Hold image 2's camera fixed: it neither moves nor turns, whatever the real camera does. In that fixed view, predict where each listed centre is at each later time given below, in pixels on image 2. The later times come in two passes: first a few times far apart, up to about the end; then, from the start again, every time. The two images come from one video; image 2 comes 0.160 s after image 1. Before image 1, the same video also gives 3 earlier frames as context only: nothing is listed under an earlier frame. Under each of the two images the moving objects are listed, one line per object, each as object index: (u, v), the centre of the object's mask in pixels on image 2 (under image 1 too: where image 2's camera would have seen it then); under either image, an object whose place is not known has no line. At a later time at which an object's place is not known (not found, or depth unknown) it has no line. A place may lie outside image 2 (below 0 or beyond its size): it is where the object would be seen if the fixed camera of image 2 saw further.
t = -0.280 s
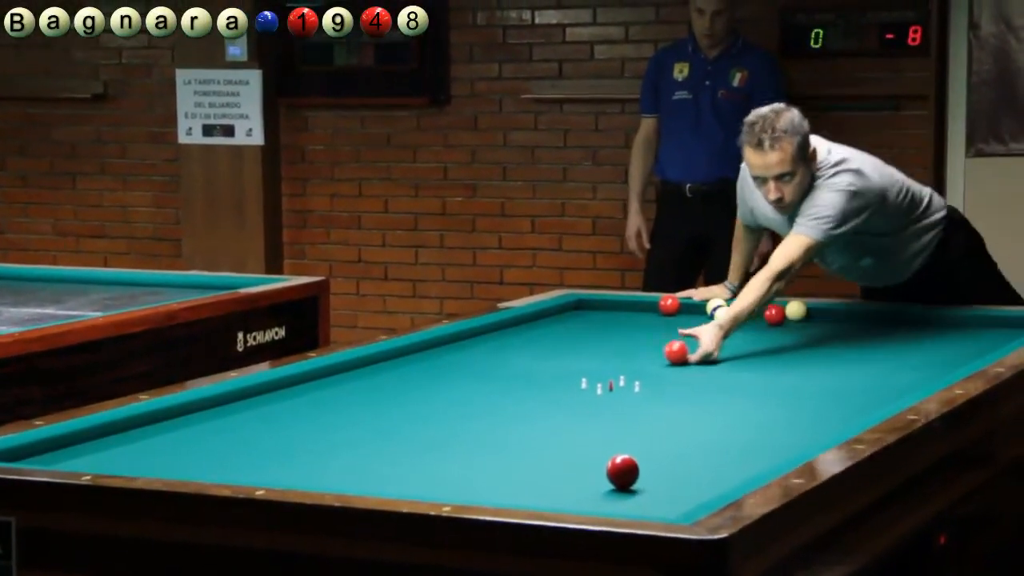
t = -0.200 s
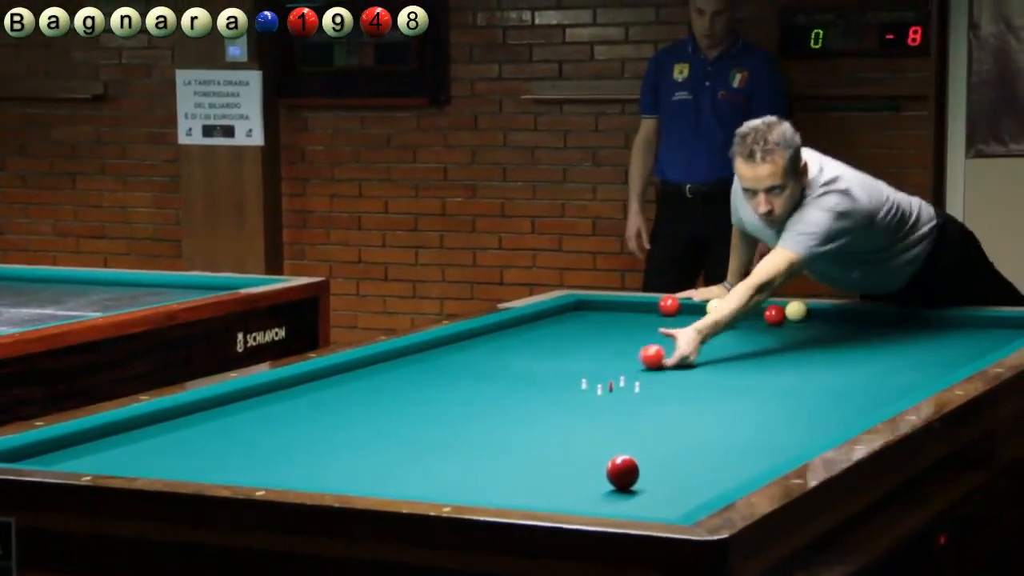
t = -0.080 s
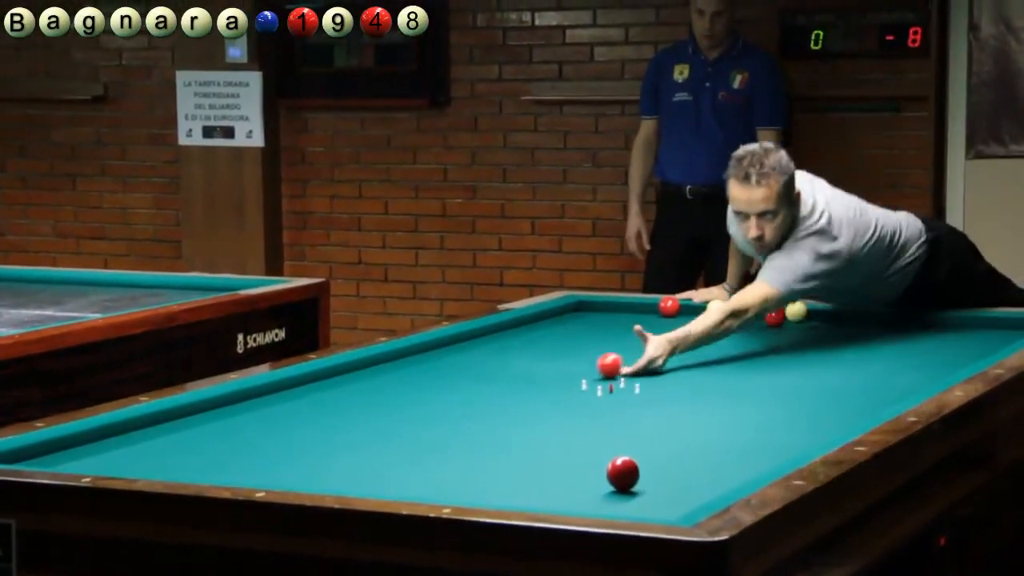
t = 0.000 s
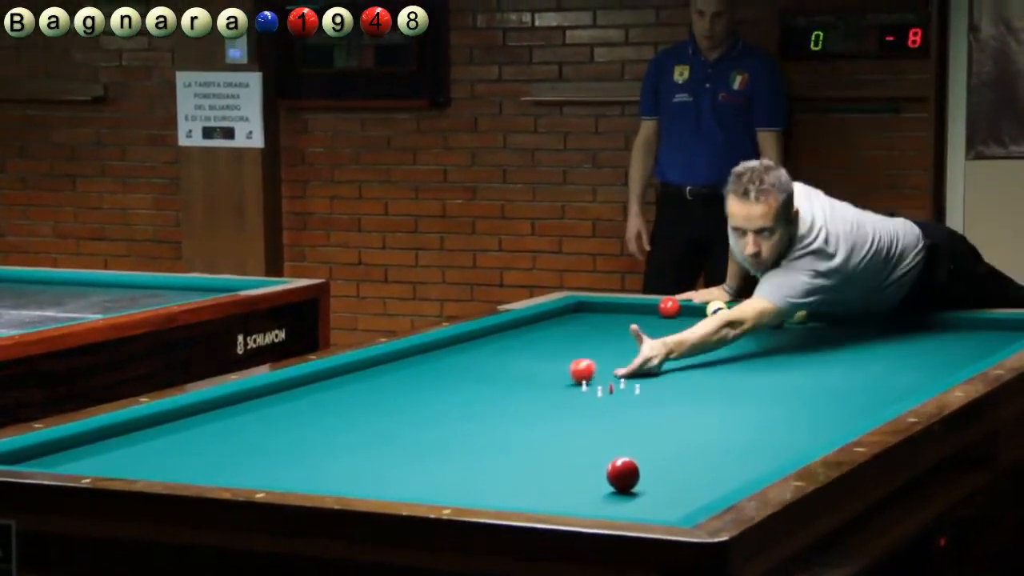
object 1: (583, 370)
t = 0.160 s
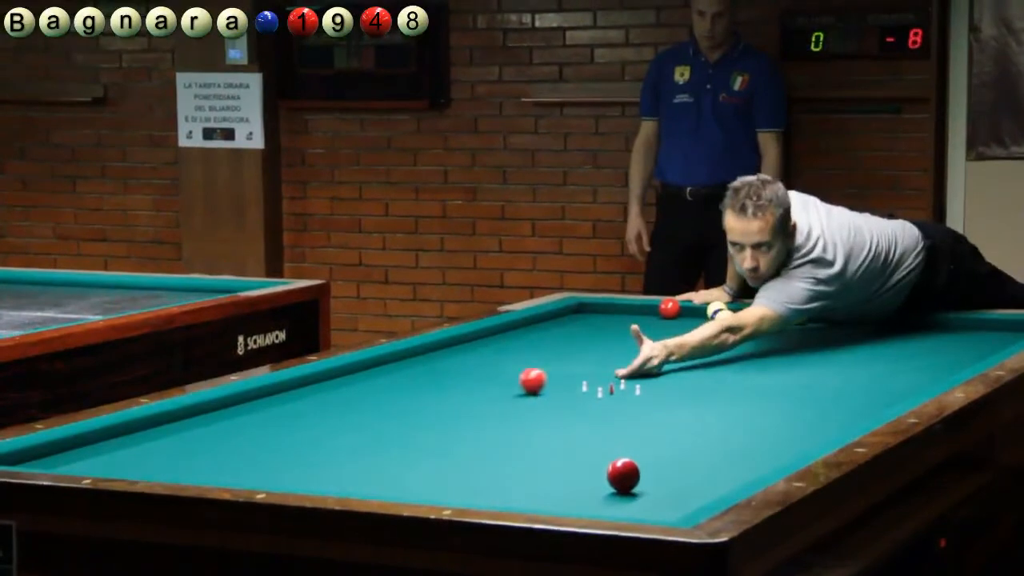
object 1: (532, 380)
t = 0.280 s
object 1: (496, 386)
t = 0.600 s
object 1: (394, 403)
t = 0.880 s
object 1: (298, 421)
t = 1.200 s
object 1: (176, 441)
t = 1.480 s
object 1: (60, 458)
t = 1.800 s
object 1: (52, 453)
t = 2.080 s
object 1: (76, 441)
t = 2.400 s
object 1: (129, 430)
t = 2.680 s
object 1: (172, 422)
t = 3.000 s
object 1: (217, 413)
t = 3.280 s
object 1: (254, 405)
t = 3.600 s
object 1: (292, 398)
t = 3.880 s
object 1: (323, 392)
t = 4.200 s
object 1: (356, 385)
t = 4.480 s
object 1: (383, 380)
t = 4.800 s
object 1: (411, 374)
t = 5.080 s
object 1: (434, 370)
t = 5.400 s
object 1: (459, 364)
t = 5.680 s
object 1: (479, 360)
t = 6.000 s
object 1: (500, 356)
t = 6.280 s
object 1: (517, 352)
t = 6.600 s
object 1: (535, 348)
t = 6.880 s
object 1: (550, 345)
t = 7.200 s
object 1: (565, 342)
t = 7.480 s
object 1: (576, 339)
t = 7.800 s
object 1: (589, 336)
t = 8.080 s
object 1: (599, 334)
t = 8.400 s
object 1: (609, 332)
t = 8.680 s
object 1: (617, 330)
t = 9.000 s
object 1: (625, 328)
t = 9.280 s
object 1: (631, 326)
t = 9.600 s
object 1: (638, 325)
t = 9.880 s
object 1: (643, 323)
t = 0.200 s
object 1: (521, 381)
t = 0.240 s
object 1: (509, 384)
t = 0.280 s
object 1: (496, 386)
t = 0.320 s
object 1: (484, 388)
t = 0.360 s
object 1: (472, 390)
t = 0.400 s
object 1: (459, 392)
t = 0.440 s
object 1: (446, 395)
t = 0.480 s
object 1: (434, 397)
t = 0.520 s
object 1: (420, 399)
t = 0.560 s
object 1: (407, 401)
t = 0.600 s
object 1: (394, 403)
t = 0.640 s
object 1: (381, 406)
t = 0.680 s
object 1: (367, 408)
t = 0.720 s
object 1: (354, 410)
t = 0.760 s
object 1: (340, 413)
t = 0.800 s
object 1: (326, 415)
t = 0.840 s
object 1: (312, 418)
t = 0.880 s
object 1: (298, 421)
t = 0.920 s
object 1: (283, 423)
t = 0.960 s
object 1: (269, 425)
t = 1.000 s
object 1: (254, 428)
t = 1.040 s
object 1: (239, 431)
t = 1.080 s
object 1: (223, 434)
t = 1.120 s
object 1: (208, 436)
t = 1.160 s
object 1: (192, 438)
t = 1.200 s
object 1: (176, 441)
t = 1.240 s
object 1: (160, 444)
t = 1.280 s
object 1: (145, 447)
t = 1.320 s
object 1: (128, 450)
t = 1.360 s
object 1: (111, 452)
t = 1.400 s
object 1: (94, 455)
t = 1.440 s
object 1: (77, 457)
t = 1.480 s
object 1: (60, 458)
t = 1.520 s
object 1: (42, 459)
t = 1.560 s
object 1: (26, 460)
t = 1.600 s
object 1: (26, 459)
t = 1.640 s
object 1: (33, 458)
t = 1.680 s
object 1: (39, 457)
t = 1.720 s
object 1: (44, 455)
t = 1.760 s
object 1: (49, 454)
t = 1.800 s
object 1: (52, 453)
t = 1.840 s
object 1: (55, 452)
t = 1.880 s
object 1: (58, 450)
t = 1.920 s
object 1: (61, 448)
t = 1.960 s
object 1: (64, 446)
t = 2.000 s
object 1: (67, 444)
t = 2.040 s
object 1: (70, 442)
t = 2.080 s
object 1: (76, 441)
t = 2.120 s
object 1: (83, 439)
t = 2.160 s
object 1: (90, 438)
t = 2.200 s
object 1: (97, 436)
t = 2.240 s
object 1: (103, 435)
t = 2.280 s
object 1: (110, 434)
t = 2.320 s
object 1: (116, 433)
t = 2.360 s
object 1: (123, 432)
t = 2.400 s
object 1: (129, 430)
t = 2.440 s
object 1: (136, 429)
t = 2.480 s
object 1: (142, 428)
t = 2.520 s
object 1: (148, 427)
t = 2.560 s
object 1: (154, 426)
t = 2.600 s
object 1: (160, 424)
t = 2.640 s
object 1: (166, 423)
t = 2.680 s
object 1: (172, 422)
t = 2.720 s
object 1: (178, 421)
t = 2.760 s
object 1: (184, 420)
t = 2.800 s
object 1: (189, 419)
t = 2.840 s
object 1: (195, 418)
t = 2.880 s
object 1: (201, 416)
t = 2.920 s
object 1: (206, 415)
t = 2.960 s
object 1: (212, 414)
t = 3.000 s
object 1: (217, 413)
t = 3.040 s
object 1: (222, 412)
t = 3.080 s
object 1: (228, 411)
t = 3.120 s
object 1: (233, 410)
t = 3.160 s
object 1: (238, 409)
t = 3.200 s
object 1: (243, 407)
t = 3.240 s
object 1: (248, 407)
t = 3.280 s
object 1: (254, 405)
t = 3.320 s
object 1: (259, 405)
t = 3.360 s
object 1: (263, 404)
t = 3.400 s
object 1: (268, 403)
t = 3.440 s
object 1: (273, 402)
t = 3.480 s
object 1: (278, 401)
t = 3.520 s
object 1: (283, 400)
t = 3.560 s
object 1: (287, 399)
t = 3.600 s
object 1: (292, 398)
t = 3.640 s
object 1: (296, 397)
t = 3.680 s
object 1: (301, 396)
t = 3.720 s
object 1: (305, 395)
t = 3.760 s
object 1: (310, 394)
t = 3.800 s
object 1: (314, 393)
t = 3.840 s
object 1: (319, 393)
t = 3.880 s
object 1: (323, 392)
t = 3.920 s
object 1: (327, 391)
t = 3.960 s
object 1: (331, 390)
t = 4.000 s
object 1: (336, 389)
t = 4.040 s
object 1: (340, 389)
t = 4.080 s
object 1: (344, 387)
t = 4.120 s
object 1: (348, 387)
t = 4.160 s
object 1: (352, 386)
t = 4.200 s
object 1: (356, 385)
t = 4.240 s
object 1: (360, 384)
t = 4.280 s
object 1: (364, 384)
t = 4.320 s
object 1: (367, 383)
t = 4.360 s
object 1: (371, 382)
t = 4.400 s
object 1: (375, 381)
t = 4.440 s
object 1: (379, 381)
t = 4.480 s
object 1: (383, 380)
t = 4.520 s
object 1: (386, 379)
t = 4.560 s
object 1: (390, 378)
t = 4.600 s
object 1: (393, 378)
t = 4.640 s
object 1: (397, 377)
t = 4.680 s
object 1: (400, 376)
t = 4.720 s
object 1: (404, 376)
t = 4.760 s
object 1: (407, 375)
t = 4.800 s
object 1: (411, 374)
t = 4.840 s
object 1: (414, 374)
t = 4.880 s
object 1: (418, 373)
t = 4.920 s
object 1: (421, 372)
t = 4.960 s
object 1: (424, 372)
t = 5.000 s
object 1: (427, 371)
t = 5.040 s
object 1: (431, 370)
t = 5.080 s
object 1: (434, 370)
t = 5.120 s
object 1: (437, 369)
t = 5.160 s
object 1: (440, 368)
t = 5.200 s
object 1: (443, 368)
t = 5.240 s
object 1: (447, 367)
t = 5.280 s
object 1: (450, 366)
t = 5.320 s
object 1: (453, 366)
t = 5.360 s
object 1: (456, 365)
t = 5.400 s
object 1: (459, 364)
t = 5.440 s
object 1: (461, 364)
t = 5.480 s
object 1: (465, 363)
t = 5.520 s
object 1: (468, 363)
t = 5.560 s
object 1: (471, 362)
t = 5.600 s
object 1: (474, 361)
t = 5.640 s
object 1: (476, 361)
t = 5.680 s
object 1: (479, 360)
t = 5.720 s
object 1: (482, 359)
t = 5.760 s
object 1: (484, 359)
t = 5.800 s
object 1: (487, 358)
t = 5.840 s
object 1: (490, 358)
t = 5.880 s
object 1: (492, 357)
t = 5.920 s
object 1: (495, 356)
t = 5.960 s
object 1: (497, 356)
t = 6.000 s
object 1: (500, 356)
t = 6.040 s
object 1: (503, 355)
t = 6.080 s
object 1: (505, 354)
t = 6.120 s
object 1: (508, 354)
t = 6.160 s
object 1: (510, 353)
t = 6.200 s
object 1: (513, 353)
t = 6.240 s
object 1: (515, 352)
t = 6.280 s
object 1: (517, 352)
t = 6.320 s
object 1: (520, 351)
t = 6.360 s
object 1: (522, 351)
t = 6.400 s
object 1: (524, 350)
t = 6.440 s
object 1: (527, 350)
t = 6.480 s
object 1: (529, 349)
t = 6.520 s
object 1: (531, 349)
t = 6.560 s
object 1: (533, 349)
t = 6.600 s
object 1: (535, 348)
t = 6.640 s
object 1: (537, 347)
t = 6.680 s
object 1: (539, 347)
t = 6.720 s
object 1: (542, 347)
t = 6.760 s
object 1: (544, 346)
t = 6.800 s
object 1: (546, 346)
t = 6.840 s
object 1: (548, 346)
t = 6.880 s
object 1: (550, 345)
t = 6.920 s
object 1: (552, 345)
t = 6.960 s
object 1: (554, 344)
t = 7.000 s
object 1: (555, 344)
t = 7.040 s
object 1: (557, 343)
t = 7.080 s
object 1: (559, 343)
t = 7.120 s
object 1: (561, 342)
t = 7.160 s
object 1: (563, 342)
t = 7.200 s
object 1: (565, 342)
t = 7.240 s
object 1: (566, 341)
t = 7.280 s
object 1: (568, 341)
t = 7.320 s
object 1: (570, 341)
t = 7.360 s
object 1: (571, 340)
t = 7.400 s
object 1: (573, 340)
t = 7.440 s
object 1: (575, 339)
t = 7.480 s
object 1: (576, 339)
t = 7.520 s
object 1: (578, 339)
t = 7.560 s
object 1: (580, 338)
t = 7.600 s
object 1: (581, 338)
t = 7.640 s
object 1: (583, 338)
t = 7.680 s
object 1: (584, 337)
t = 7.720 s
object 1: (586, 337)
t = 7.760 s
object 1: (587, 336)
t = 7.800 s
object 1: (589, 336)
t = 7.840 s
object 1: (590, 336)
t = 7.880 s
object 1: (592, 336)
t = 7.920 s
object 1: (593, 335)
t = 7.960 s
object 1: (595, 335)
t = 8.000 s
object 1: (596, 335)
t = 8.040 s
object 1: (597, 334)
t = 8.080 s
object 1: (599, 334)
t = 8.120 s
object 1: (600, 334)
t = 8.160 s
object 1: (602, 333)
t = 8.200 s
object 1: (603, 333)
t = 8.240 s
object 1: (604, 333)
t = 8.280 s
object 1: (606, 332)
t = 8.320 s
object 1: (607, 332)
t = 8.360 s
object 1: (608, 332)
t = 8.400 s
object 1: (609, 332)
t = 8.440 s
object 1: (611, 331)
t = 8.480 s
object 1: (612, 331)
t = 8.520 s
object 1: (612, 331)
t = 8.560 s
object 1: (614, 331)
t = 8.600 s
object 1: (615, 330)
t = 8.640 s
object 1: (616, 330)
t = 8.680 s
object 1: (617, 330)
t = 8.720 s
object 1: (618, 330)
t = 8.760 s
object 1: (619, 329)
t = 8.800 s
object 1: (620, 329)
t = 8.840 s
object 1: (621, 329)
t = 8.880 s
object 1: (622, 329)
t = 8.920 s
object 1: (623, 328)
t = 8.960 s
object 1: (624, 328)
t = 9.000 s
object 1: (625, 328)
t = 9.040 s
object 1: (626, 328)
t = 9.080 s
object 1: (627, 328)
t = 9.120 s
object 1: (628, 327)
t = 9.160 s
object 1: (629, 327)
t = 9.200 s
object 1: (630, 327)
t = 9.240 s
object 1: (630, 326)
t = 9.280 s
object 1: (631, 326)
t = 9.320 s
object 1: (632, 326)
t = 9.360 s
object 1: (633, 326)
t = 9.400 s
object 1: (634, 326)
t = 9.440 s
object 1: (634, 326)
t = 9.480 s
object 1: (635, 325)
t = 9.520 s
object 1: (636, 325)
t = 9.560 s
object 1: (637, 325)
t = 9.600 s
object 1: (638, 325)
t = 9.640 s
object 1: (638, 325)
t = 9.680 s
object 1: (639, 324)
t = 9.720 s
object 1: (640, 324)
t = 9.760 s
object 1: (641, 324)
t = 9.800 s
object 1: (642, 324)
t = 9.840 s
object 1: (643, 323)
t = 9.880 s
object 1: (643, 323)
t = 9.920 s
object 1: (644, 323)
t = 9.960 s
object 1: (645, 323)
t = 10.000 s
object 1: (645, 323)
